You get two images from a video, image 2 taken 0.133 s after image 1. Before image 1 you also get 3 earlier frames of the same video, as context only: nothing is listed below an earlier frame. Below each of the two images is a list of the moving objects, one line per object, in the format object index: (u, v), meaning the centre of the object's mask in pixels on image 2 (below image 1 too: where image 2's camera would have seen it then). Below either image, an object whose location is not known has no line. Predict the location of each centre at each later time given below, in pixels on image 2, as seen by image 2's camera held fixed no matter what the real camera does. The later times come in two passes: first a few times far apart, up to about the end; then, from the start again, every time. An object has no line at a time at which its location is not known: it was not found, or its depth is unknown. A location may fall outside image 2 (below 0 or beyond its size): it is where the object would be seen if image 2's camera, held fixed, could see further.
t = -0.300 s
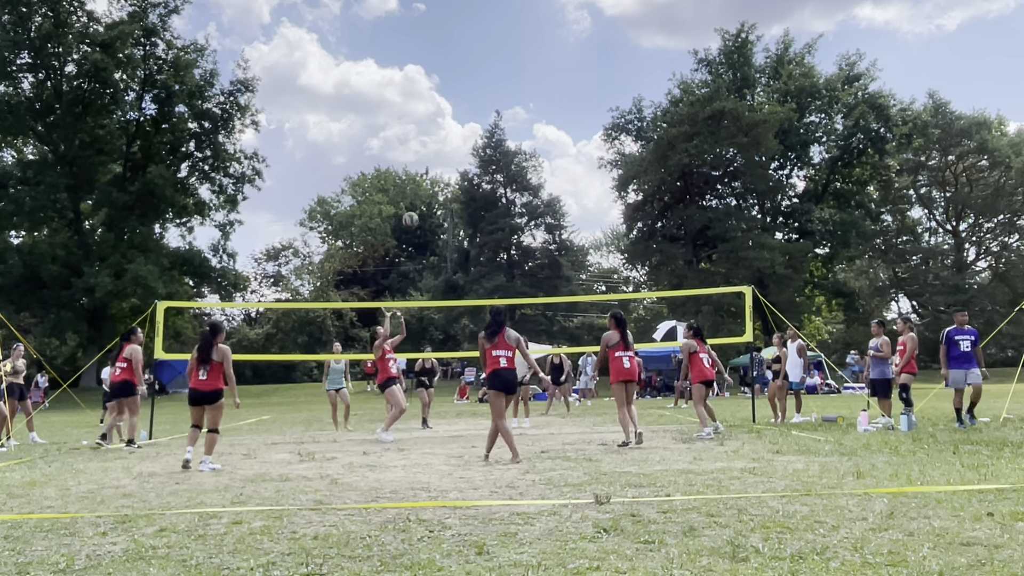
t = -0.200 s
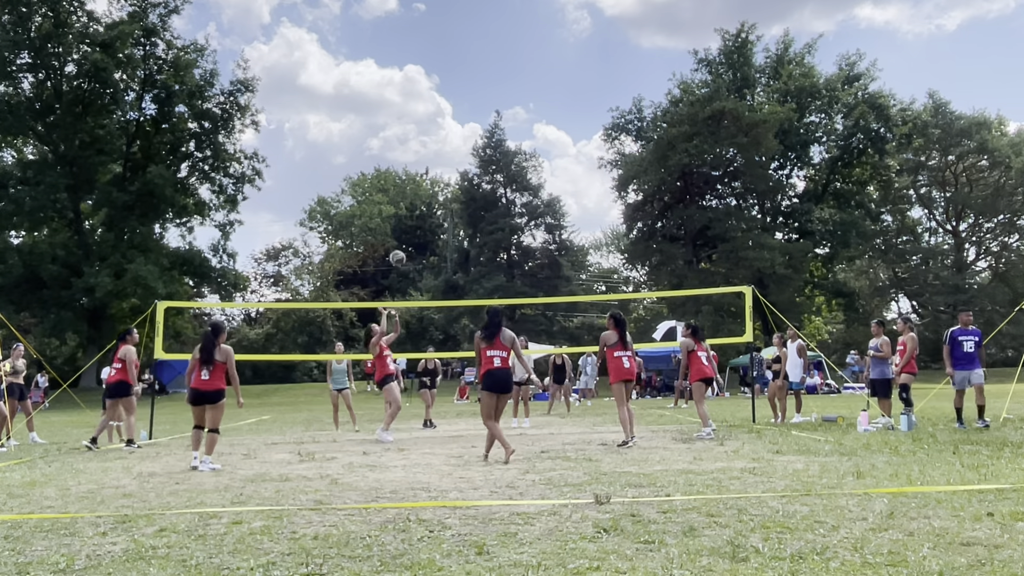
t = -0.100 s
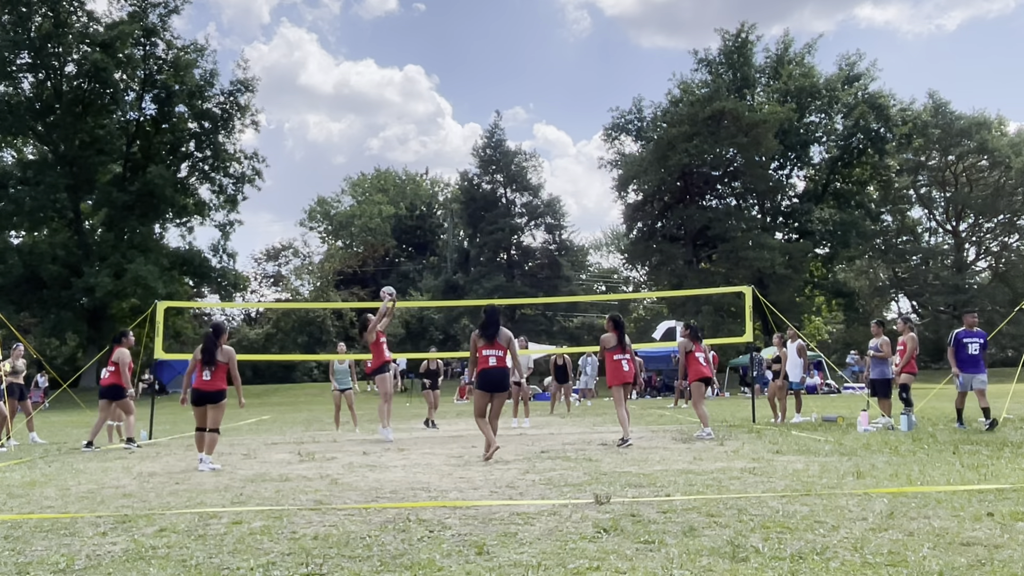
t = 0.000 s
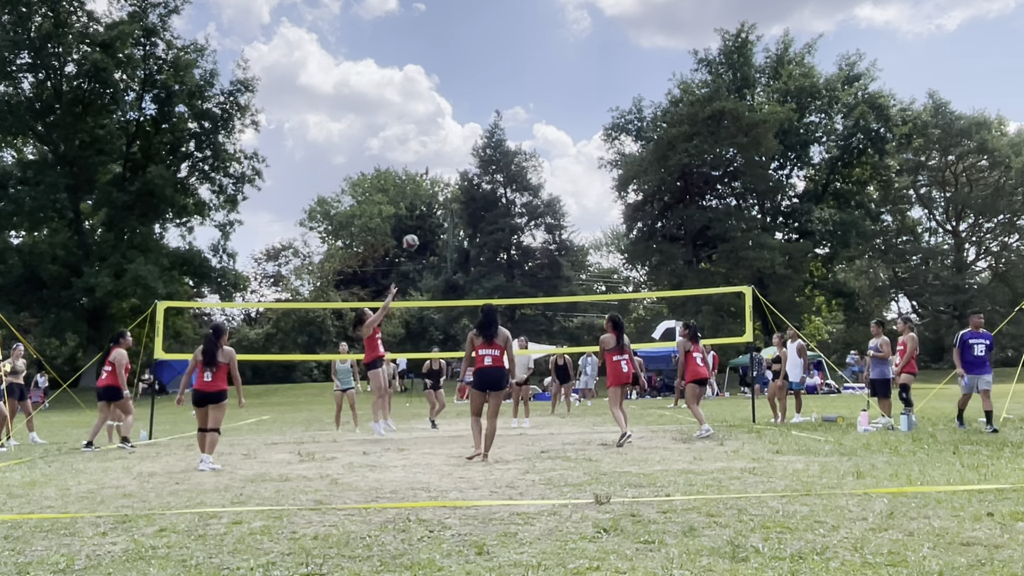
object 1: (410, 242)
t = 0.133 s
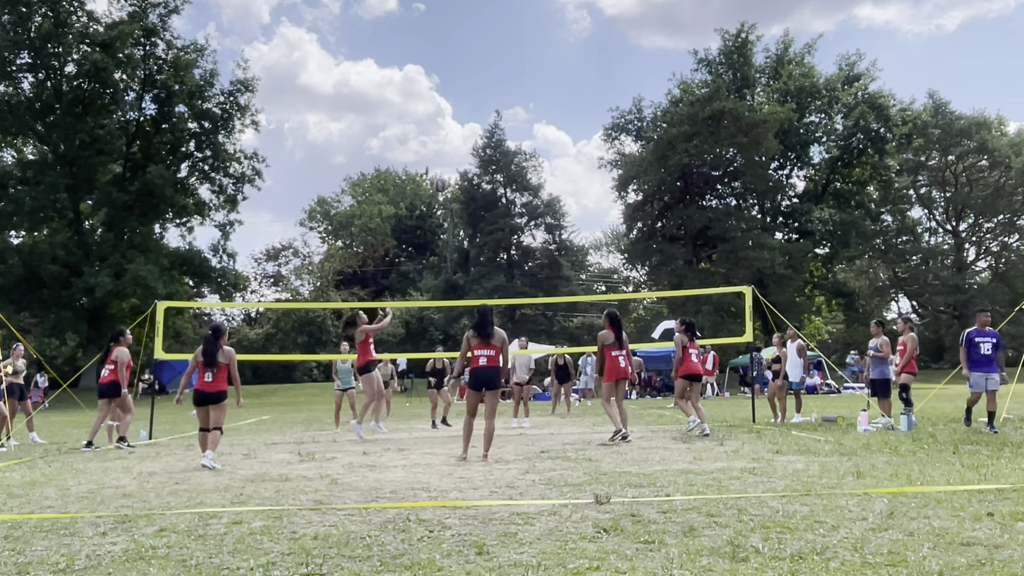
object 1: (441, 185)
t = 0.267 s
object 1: (469, 143)
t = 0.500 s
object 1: (515, 104)
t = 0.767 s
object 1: (561, 106)
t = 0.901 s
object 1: (583, 124)
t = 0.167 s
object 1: (448, 173)
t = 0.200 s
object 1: (455, 162)
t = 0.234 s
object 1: (462, 152)
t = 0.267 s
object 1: (469, 143)
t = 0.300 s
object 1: (476, 134)
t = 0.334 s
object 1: (482, 127)
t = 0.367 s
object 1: (489, 121)
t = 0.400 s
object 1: (496, 116)
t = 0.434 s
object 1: (502, 111)
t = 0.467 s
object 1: (509, 107)
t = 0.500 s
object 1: (515, 104)
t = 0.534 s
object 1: (521, 101)
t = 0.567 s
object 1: (527, 100)
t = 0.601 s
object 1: (533, 99)
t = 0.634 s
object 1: (538, 99)
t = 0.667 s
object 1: (544, 99)
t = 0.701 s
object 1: (550, 101)
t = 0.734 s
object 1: (555, 103)
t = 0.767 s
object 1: (561, 106)
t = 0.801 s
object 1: (567, 109)
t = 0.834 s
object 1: (572, 114)
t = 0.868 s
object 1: (577, 119)
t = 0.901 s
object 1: (583, 124)
